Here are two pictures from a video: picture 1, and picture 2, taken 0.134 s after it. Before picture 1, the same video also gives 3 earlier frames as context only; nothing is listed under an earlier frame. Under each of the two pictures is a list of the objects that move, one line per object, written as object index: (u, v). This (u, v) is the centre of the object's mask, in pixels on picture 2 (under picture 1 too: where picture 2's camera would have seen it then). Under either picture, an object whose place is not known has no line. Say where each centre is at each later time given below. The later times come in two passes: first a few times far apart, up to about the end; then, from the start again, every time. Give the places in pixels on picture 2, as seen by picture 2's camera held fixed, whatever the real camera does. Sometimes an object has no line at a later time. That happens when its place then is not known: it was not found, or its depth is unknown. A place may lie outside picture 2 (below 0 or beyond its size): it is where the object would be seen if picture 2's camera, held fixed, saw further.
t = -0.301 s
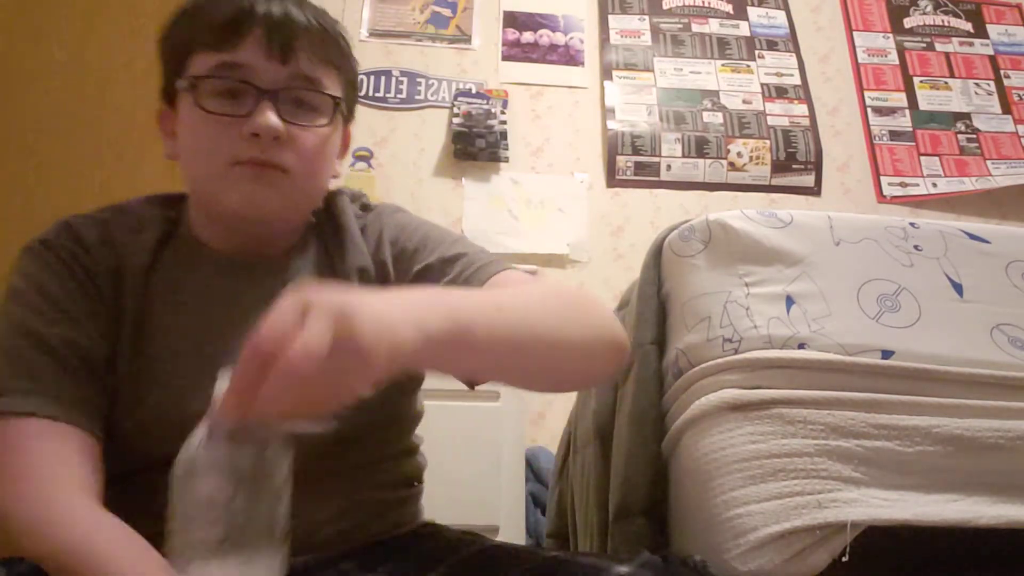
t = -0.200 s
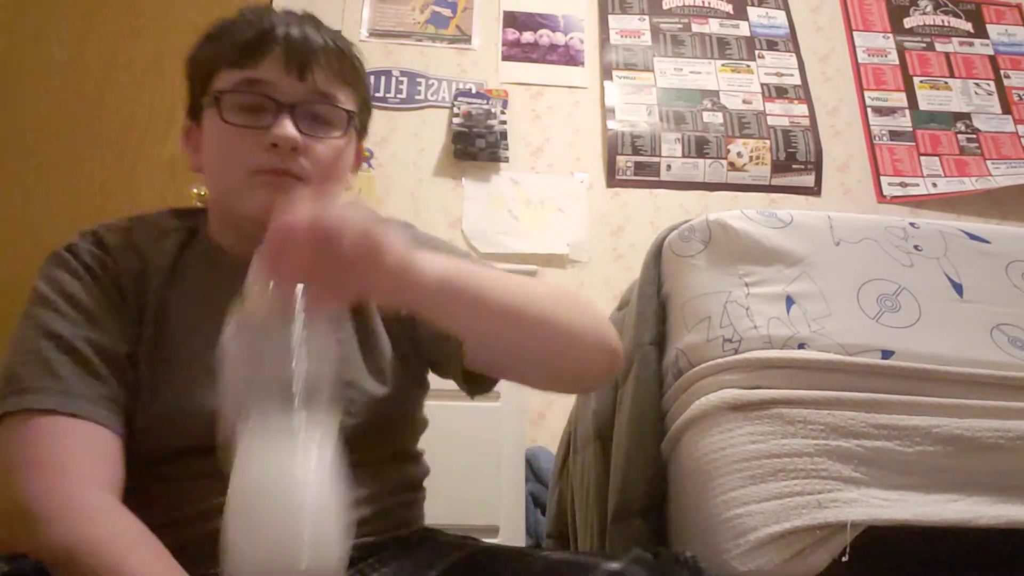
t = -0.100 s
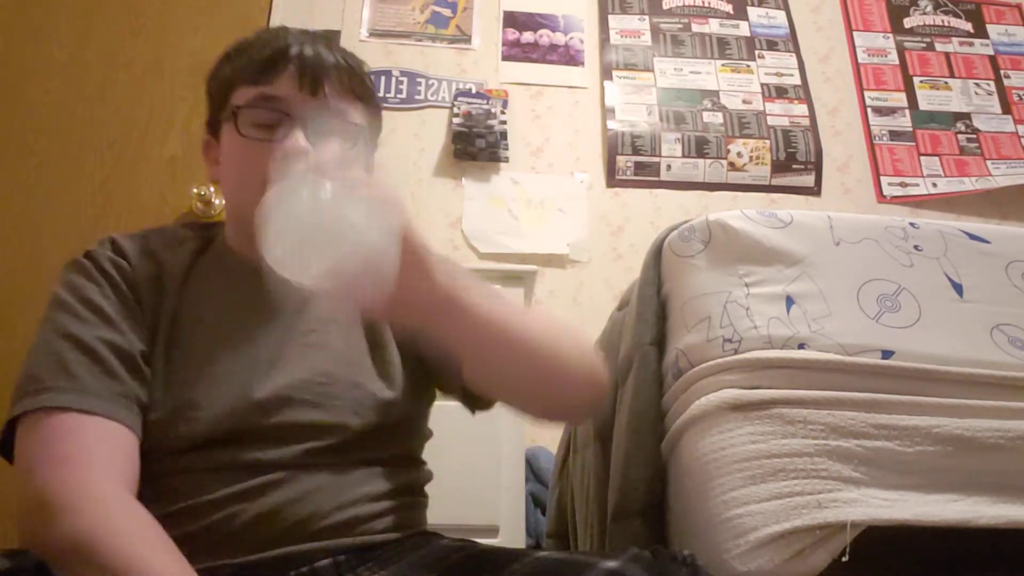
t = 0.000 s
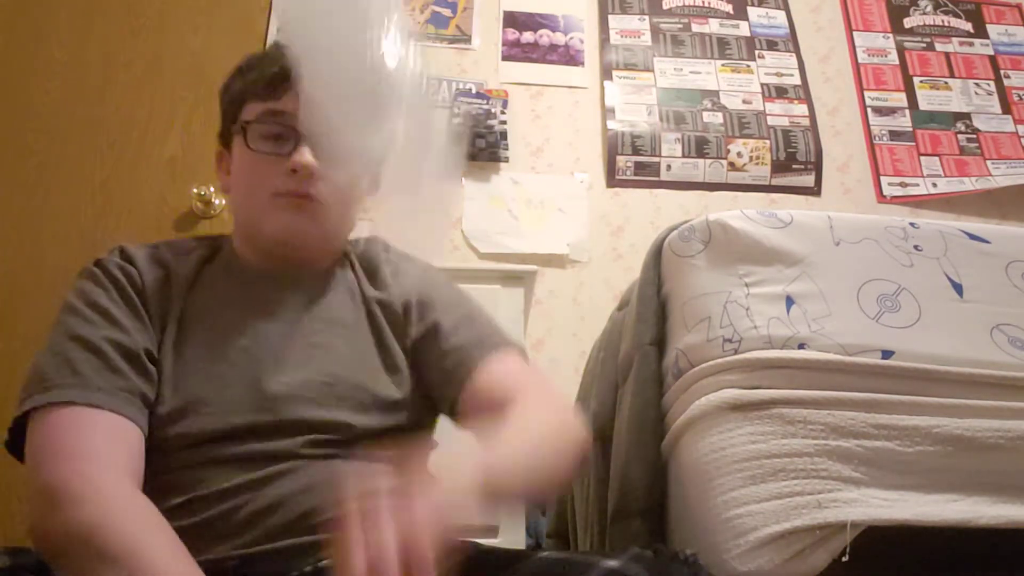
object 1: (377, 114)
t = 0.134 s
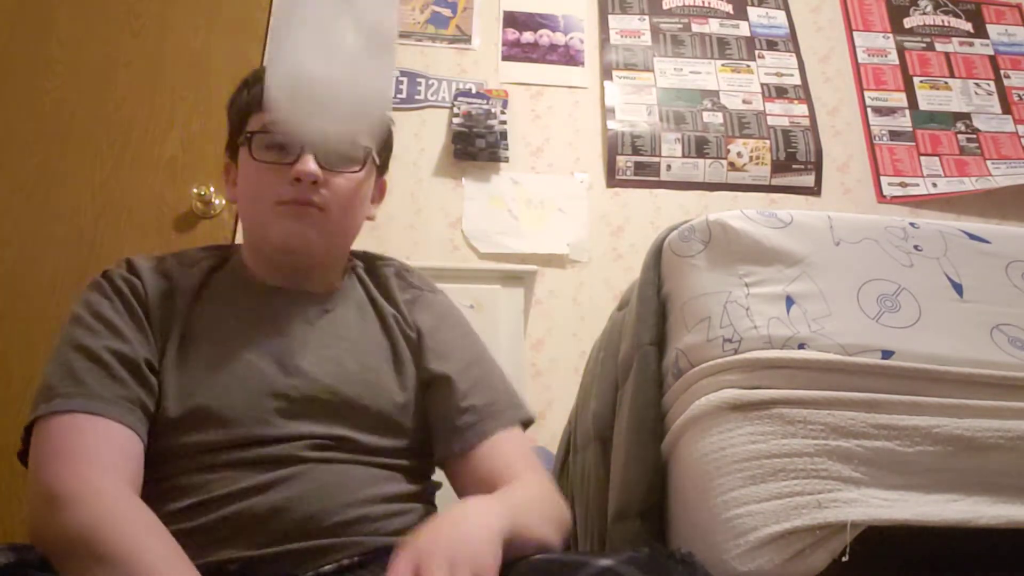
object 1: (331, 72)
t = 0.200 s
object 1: (316, 153)
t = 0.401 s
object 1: (179, 451)
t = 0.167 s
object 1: (321, 133)
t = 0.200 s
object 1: (316, 153)
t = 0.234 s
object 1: (300, 238)
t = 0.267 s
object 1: (278, 304)
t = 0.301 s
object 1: (249, 366)
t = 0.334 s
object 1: (212, 442)
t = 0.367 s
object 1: (189, 447)
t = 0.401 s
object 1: (179, 451)
